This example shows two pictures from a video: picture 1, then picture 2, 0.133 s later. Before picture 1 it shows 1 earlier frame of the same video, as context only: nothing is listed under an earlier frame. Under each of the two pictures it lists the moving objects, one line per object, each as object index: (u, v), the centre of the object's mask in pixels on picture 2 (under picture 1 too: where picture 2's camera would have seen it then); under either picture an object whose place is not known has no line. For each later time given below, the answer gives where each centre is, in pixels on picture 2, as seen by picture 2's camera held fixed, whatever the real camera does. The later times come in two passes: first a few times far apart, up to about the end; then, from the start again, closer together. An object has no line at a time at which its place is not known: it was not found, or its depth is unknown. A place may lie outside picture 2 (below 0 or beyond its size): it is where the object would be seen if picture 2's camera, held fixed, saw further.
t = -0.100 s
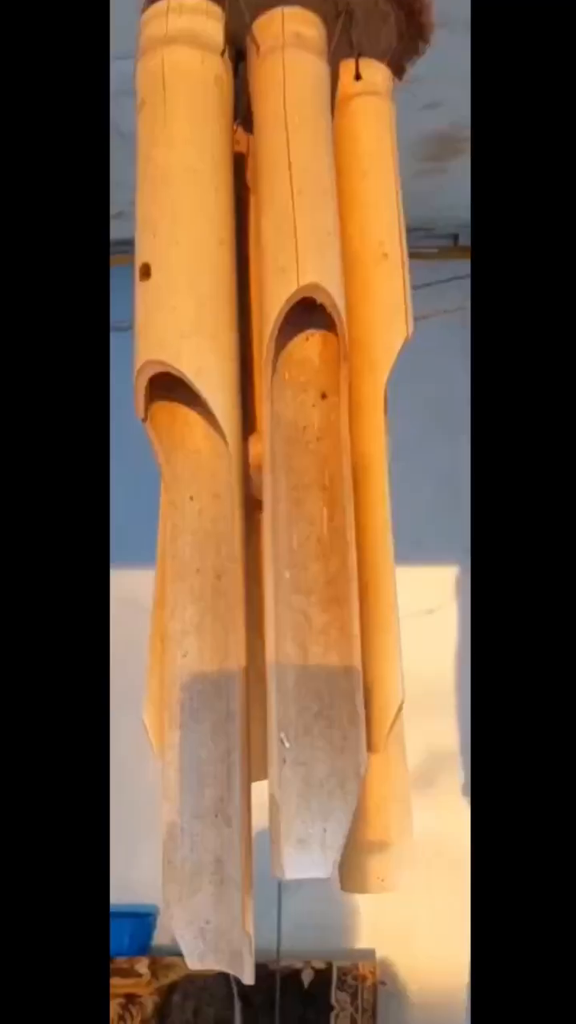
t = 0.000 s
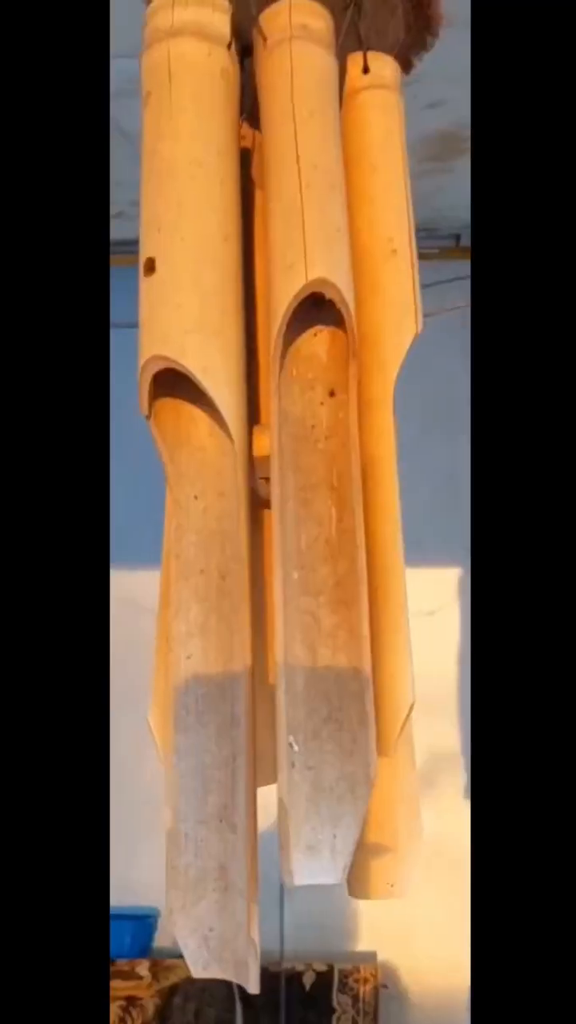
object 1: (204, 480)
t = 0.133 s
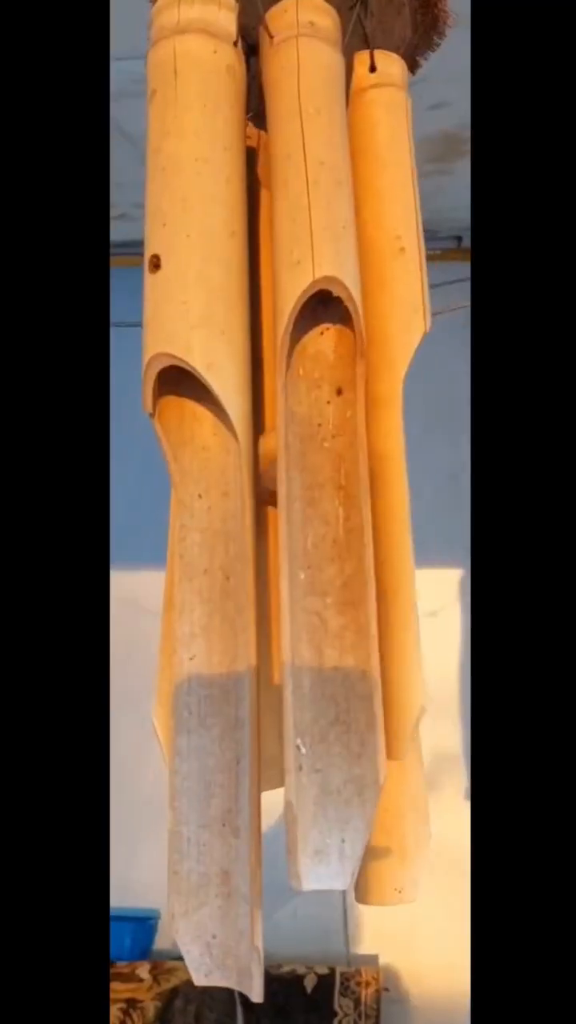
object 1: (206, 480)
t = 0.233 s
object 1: (205, 488)
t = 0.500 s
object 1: (203, 494)
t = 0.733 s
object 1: (204, 481)
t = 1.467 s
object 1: (190, 500)
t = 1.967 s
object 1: (213, 485)
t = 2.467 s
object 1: (190, 505)
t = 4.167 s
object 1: (209, 492)
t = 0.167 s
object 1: (205, 485)
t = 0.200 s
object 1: (206, 482)
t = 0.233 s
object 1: (205, 488)
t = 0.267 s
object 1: (205, 490)
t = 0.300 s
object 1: (205, 491)
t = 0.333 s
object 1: (205, 493)
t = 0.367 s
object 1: (205, 494)
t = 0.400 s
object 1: (204, 495)
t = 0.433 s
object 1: (203, 495)
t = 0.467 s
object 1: (203, 495)
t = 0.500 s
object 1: (203, 494)
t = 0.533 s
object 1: (203, 493)
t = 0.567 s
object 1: (203, 491)
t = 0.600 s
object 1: (203, 489)
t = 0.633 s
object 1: (203, 487)
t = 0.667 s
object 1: (204, 485)
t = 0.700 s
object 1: (204, 483)
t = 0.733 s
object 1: (204, 481)
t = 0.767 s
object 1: (204, 479)
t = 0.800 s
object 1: (205, 479)
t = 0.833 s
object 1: (205, 477)
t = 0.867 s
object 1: (204, 475)
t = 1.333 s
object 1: (187, 496)
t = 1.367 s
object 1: (186, 496)
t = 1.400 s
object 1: (186, 498)
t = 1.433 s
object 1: (187, 500)
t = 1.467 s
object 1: (190, 500)
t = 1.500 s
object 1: (193, 500)
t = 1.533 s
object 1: (197, 499)
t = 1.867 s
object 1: (218, 489)
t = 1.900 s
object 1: (217, 487)
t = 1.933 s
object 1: (215, 485)
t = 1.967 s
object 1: (213, 485)
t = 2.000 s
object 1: (211, 482)
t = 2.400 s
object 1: (186, 502)
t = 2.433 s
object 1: (187, 504)
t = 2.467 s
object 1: (190, 505)
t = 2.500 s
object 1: (193, 505)
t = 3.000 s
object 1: (217, 491)
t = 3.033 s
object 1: (212, 492)
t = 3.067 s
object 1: (205, 492)
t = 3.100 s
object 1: (199, 498)
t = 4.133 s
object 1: (213, 491)
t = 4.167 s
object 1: (209, 492)
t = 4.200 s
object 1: (203, 501)
